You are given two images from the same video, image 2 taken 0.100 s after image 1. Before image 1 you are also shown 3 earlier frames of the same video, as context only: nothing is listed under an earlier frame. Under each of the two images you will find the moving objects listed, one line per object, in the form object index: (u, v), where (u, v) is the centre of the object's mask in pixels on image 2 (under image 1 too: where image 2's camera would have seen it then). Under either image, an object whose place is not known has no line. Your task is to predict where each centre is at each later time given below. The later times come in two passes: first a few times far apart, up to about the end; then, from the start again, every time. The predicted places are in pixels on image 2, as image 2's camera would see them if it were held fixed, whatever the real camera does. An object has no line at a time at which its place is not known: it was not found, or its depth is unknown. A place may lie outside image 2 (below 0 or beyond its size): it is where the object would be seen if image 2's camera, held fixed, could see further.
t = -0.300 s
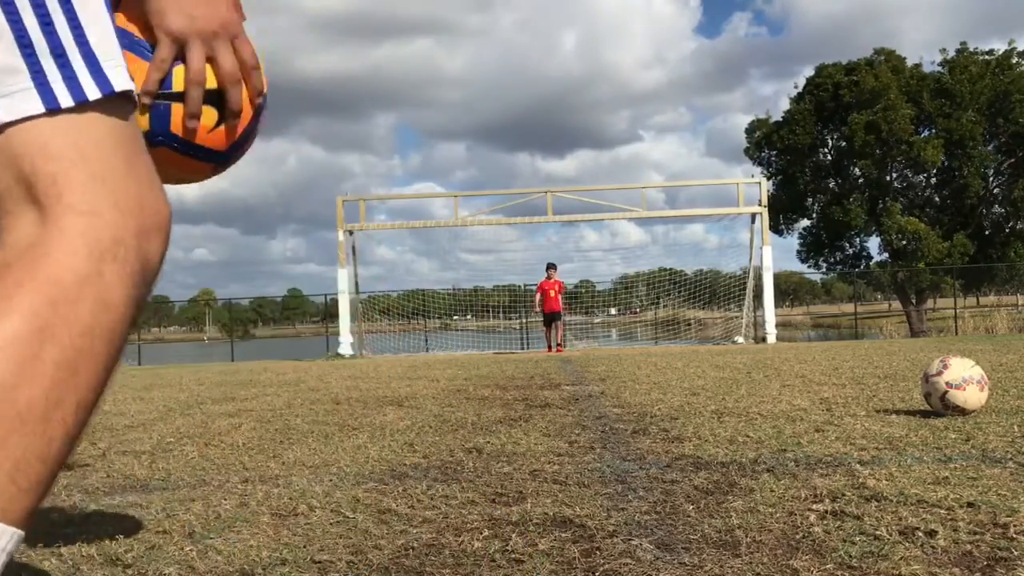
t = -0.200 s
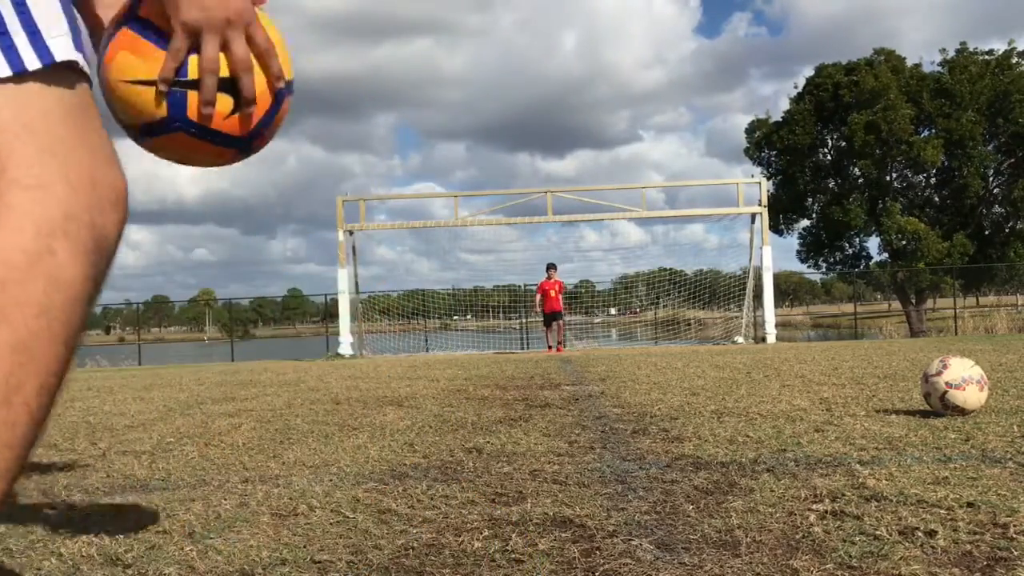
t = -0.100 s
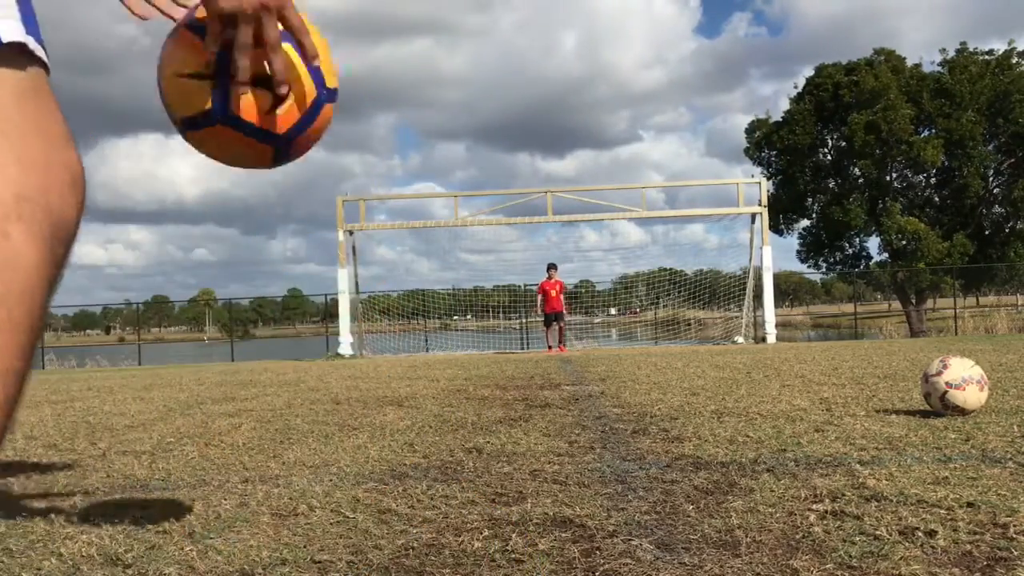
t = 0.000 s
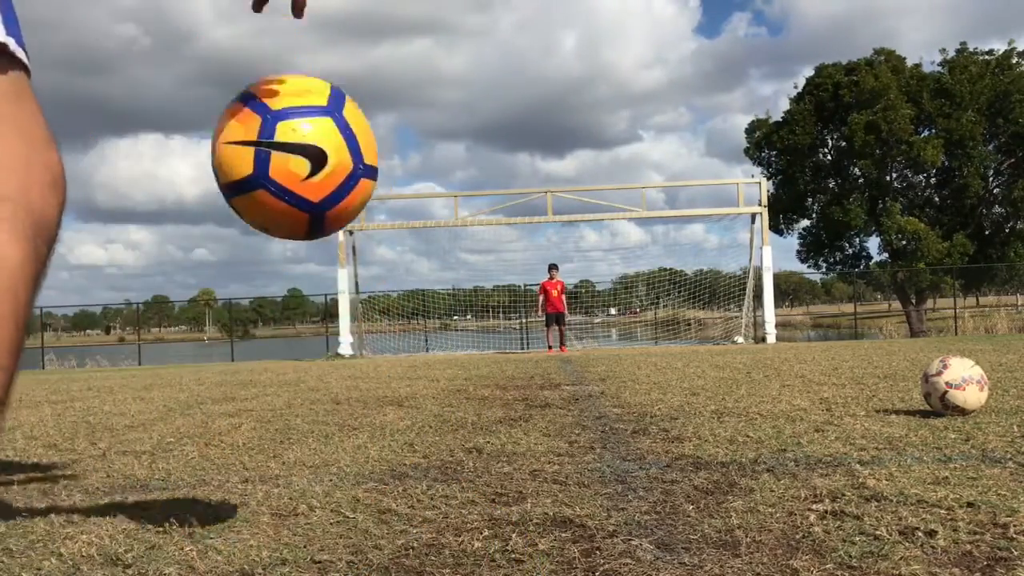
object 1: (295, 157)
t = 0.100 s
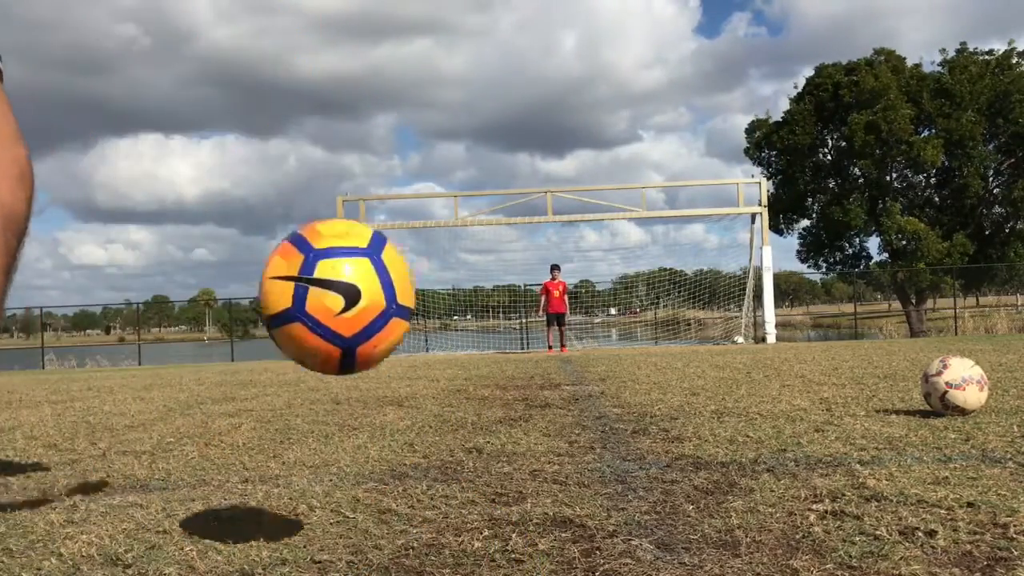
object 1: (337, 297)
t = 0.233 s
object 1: (380, 485)
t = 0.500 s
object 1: (420, 289)
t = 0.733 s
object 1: (451, 456)
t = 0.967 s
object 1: (473, 363)
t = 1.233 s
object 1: (504, 422)
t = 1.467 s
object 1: (545, 442)
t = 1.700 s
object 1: (577, 433)
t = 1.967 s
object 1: (609, 426)
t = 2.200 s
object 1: (634, 423)
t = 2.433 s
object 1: (651, 418)
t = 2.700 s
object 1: (663, 415)
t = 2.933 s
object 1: (667, 412)
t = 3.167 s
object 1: (671, 410)
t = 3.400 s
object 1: (669, 408)
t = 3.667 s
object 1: (658, 409)
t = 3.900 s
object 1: (650, 409)
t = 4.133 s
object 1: (649, 409)
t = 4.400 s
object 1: (655, 409)
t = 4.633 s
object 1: (658, 409)
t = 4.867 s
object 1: (656, 409)
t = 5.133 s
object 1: (655, 409)
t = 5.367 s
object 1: (656, 409)
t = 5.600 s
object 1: (656, 409)
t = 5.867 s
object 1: (656, 409)
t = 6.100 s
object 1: (656, 409)
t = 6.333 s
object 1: (656, 409)
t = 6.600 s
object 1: (656, 409)
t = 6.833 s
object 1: (656, 409)
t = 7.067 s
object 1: (656, 409)
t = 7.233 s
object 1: (656, 409)
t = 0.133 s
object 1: (349, 356)
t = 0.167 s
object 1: (361, 421)
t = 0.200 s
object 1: (373, 492)
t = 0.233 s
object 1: (380, 485)
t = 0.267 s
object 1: (385, 434)
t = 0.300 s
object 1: (390, 391)
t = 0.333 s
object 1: (396, 356)
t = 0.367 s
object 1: (401, 329)
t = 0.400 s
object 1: (406, 309)
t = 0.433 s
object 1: (410, 295)
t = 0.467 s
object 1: (415, 289)
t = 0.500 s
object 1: (420, 289)
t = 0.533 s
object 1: (424, 294)
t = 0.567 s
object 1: (429, 307)
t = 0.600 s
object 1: (434, 325)
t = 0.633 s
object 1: (438, 349)
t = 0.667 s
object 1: (442, 379)
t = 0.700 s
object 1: (446, 415)
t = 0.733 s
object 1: (451, 456)
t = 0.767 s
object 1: (455, 464)
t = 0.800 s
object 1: (457, 433)
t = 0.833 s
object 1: (461, 407)
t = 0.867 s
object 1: (464, 388)
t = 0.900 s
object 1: (466, 374)
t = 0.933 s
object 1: (469, 366)
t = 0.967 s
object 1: (473, 363)
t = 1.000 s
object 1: (476, 366)
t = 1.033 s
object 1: (479, 374)
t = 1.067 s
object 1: (483, 388)
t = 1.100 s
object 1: (486, 406)
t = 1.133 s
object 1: (489, 430)
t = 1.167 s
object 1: (493, 457)
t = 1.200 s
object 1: (498, 438)
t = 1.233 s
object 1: (504, 422)
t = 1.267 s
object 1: (509, 410)
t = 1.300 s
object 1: (515, 402)
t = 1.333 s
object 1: (521, 400)
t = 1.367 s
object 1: (527, 404)
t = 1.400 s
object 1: (533, 411)
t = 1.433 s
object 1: (539, 424)
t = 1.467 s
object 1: (545, 442)
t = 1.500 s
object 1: (549, 436)
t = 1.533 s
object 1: (554, 426)
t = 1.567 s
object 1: (558, 421)
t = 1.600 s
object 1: (563, 421)
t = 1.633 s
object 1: (568, 425)
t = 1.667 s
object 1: (573, 434)
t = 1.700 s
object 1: (577, 433)
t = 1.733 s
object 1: (582, 427)
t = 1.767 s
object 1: (585, 426)
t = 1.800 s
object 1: (589, 428)
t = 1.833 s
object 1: (593, 432)
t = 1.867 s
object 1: (597, 428)
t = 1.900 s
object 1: (602, 427)
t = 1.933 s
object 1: (606, 429)
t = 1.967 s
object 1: (609, 426)
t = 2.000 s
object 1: (614, 426)
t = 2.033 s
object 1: (617, 425)
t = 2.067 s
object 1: (620, 425)
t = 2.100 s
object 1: (624, 424)
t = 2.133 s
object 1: (627, 423)
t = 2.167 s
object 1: (630, 424)
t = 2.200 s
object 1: (634, 423)
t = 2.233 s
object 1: (636, 422)
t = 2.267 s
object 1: (639, 421)
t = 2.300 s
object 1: (642, 419)
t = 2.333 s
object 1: (645, 419)
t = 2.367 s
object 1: (647, 419)
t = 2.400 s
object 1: (650, 418)
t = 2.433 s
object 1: (651, 418)
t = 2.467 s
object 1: (653, 418)
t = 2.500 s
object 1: (655, 417)
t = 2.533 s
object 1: (658, 417)
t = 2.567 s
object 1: (659, 417)
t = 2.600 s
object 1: (660, 416)
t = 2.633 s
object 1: (661, 416)
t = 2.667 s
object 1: (662, 416)
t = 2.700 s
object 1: (663, 415)
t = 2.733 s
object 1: (664, 414)
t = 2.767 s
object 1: (664, 414)
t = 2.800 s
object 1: (665, 414)
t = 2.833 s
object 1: (665, 413)
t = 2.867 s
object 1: (666, 413)
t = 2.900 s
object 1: (667, 412)
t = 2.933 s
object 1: (667, 412)
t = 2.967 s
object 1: (669, 411)
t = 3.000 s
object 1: (670, 411)
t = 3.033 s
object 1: (670, 411)
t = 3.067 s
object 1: (670, 411)
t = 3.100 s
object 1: (670, 410)
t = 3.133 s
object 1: (671, 410)
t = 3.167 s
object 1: (671, 410)
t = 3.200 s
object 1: (672, 410)
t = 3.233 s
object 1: (671, 410)
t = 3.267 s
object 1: (671, 410)
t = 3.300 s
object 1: (671, 409)
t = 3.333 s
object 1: (670, 409)
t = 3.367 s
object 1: (670, 408)
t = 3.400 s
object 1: (669, 408)
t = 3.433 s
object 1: (668, 408)
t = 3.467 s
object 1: (667, 408)
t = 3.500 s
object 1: (666, 408)
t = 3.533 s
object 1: (664, 408)
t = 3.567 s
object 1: (663, 408)
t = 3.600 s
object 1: (661, 409)
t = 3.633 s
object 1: (660, 409)
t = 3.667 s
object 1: (658, 409)
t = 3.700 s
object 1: (657, 410)
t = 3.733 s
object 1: (655, 410)
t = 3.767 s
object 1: (654, 410)
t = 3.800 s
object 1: (652, 410)
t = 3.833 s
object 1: (651, 410)
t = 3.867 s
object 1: (651, 410)
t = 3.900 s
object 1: (650, 409)
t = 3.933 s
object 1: (650, 409)
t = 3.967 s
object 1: (649, 409)
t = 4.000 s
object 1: (649, 409)
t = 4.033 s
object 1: (649, 409)
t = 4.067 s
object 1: (649, 409)
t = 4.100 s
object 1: (649, 410)
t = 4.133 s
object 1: (649, 409)
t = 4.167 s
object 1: (650, 409)
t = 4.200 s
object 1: (650, 409)
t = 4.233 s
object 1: (651, 409)
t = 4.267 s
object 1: (652, 409)
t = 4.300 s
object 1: (653, 409)
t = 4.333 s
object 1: (653, 410)
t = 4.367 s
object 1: (654, 409)
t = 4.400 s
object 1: (655, 409)
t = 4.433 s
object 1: (656, 409)
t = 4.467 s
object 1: (657, 409)
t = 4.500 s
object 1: (657, 409)
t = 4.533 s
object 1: (658, 409)
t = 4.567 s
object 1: (658, 409)
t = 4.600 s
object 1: (658, 409)
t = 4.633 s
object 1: (658, 409)
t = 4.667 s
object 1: (658, 409)
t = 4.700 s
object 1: (658, 409)
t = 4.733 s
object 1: (657, 409)
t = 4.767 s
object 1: (657, 409)
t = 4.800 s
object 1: (657, 409)
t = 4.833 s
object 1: (657, 409)
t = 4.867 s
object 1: (656, 409)
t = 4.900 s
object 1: (656, 409)
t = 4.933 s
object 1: (656, 409)
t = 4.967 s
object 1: (656, 409)
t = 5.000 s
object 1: (655, 409)
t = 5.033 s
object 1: (655, 409)
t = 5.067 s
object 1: (655, 409)
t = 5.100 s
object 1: (655, 409)
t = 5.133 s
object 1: (655, 409)
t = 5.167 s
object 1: (655, 409)
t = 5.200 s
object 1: (655, 409)
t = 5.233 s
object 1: (656, 409)
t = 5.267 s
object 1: (656, 409)
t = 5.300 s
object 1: (656, 409)
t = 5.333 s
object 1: (656, 409)
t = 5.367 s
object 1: (656, 409)
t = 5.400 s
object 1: (656, 409)
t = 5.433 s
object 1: (656, 409)
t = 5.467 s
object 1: (656, 409)
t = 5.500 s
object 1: (656, 409)
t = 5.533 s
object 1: (656, 409)
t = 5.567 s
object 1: (656, 409)
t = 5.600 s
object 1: (656, 409)
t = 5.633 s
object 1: (656, 409)
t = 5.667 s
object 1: (656, 409)
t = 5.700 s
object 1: (656, 409)
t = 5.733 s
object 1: (656, 409)
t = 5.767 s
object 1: (656, 409)
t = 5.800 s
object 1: (656, 409)
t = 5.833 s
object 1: (656, 409)
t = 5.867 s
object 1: (656, 409)
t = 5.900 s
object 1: (656, 410)
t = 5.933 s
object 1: (656, 409)
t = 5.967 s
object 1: (656, 409)
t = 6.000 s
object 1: (656, 409)
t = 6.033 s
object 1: (656, 409)
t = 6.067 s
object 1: (656, 409)
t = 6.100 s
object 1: (656, 409)
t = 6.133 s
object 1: (656, 409)
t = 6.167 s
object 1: (656, 409)
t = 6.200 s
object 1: (656, 409)
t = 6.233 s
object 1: (656, 409)
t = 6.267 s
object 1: (656, 409)
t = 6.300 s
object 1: (656, 409)
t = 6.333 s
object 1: (656, 409)
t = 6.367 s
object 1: (656, 409)
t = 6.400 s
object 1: (656, 409)
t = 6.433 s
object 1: (656, 409)
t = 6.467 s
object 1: (656, 409)
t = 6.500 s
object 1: (656, 409)
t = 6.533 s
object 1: (656, 409)
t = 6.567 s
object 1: (656, 409)
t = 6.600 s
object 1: (656, 409)
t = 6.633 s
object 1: (656, 409)
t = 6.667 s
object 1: (656, 409)
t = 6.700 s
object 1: (656, 409)
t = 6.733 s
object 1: (656, 409)
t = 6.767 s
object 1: (656, 409)
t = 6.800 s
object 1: (656, 409)
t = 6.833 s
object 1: (656, 409)
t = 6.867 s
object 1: (656, 409)
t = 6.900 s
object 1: (656, 409)
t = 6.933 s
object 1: (656, 409)
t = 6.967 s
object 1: (656, 409)
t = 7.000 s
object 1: (656, 409)
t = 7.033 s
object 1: (656, 409)
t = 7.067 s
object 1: (656, 409)
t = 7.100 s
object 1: (656, 409)
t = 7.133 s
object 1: (656, 409)
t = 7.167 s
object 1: (656, 409)
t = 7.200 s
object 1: (656, 409)
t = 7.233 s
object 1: (656, 409)
